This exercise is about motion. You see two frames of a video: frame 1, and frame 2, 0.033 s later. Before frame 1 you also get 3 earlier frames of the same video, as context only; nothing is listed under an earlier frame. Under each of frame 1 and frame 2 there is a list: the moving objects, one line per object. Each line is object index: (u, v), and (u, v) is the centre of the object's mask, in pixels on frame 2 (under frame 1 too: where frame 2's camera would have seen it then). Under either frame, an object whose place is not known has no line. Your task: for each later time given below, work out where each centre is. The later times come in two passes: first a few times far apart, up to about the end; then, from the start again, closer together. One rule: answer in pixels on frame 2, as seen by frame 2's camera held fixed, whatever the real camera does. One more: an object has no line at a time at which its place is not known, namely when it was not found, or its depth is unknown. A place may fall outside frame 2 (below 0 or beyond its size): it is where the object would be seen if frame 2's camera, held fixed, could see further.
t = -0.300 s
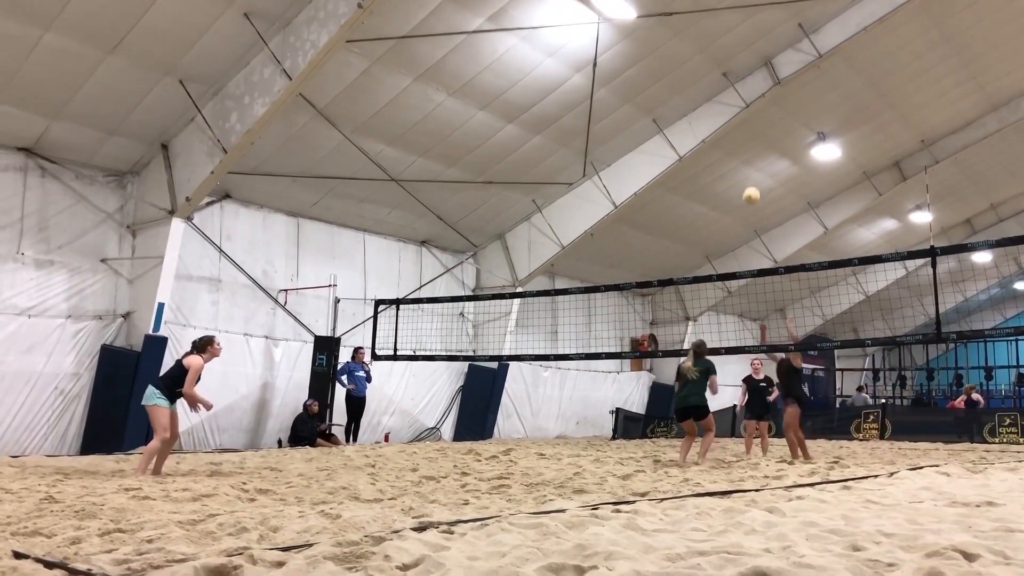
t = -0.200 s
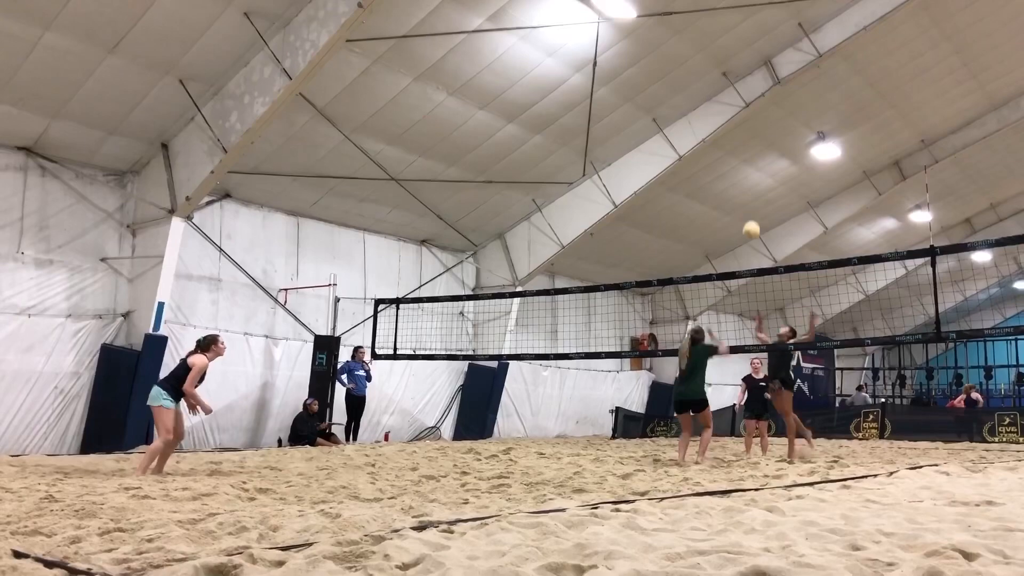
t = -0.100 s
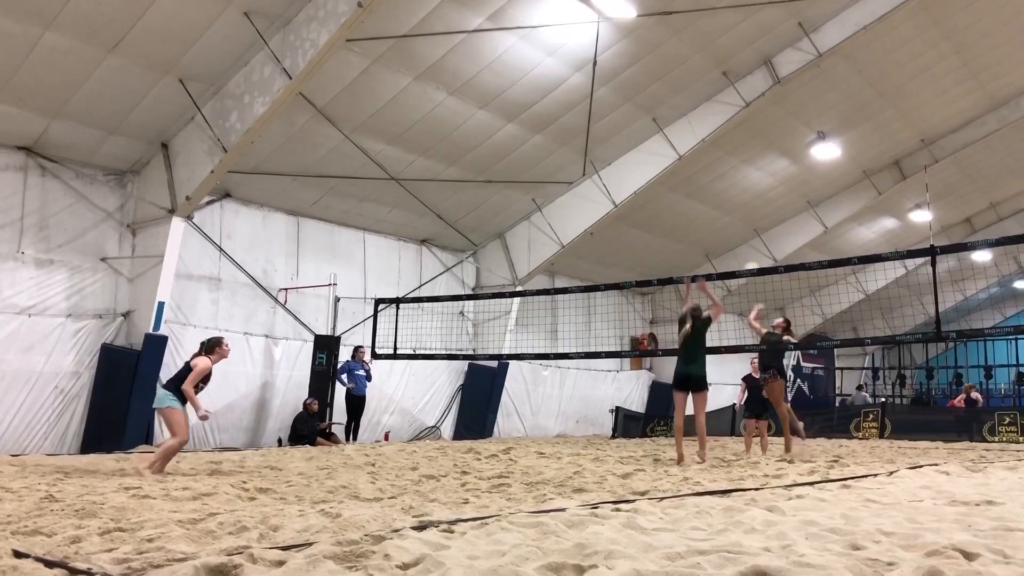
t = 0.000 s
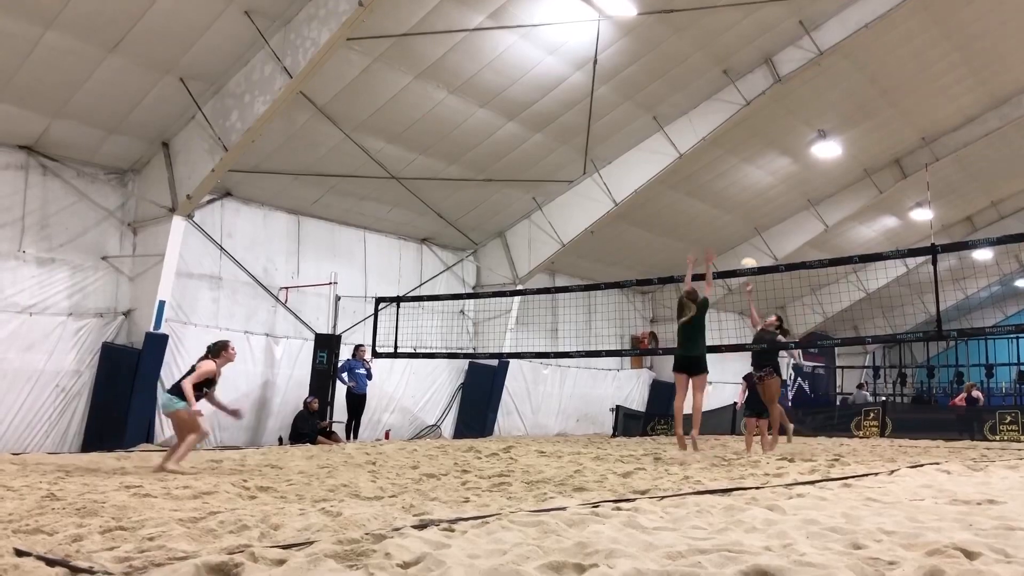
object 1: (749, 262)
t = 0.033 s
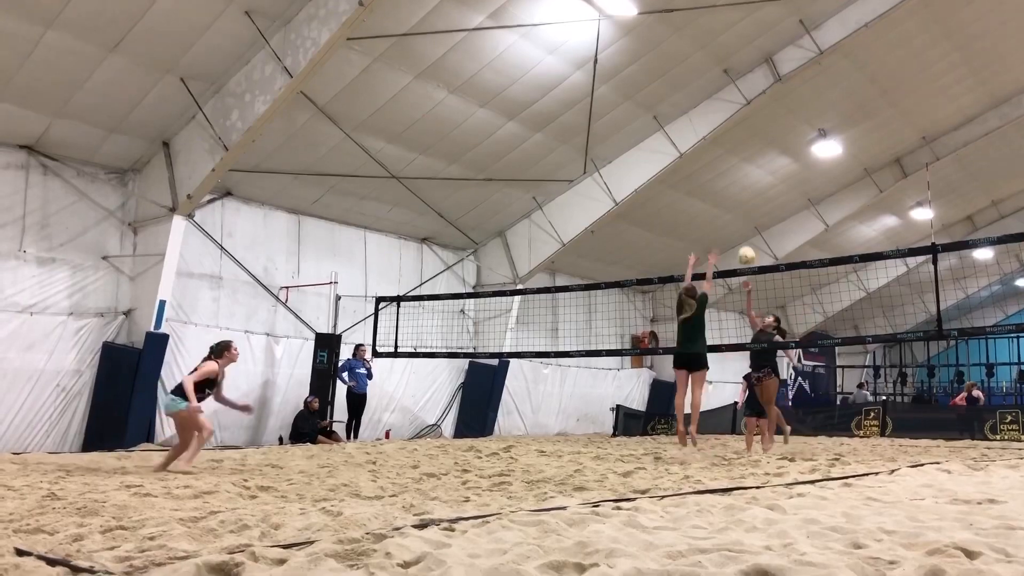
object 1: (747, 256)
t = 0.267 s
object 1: (730, 202)
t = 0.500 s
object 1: (709, 192)
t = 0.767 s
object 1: (682, 262)
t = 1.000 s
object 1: (654, 447)
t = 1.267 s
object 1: (493, 474)
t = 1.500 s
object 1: (326, 494)
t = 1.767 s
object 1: (100, 499)
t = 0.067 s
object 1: (744, 245)
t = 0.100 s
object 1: (741, 237)
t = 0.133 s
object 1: (739, 228)
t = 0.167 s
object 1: (737, 221)
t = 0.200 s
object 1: (734, 213)
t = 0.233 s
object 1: (733, 207)
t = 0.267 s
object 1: (730, 202)
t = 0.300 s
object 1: (726, 197)
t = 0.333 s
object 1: (724, 194)
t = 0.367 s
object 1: (721, 190)
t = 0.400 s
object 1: (718, 190)
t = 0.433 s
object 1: (716, 190)
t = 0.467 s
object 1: (712, 190)
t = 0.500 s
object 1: (709, 192)
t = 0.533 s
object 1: (706, 194)
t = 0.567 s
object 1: (703, 199)
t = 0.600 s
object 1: (700, 205)
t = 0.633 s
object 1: (696, 212)
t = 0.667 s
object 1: (692, 221)
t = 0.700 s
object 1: (689, 234)
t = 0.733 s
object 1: (685, 246)
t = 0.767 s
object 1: (682, 262)
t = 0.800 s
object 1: (678, 280)
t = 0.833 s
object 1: (674, 299)
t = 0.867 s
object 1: (669, 323)
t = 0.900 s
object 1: (666, 348)
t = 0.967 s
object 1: (659, 413)
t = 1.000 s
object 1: (654, 447)
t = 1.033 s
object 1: (647, 479)
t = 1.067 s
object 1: (625, 474)
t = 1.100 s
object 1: (606, 470)
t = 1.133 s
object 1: (585, 467)
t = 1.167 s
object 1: (564, 465)
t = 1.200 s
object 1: (541, 465)
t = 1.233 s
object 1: (516, 468)
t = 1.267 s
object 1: (493, 474)
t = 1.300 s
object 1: (465, 482)
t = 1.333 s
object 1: (442, 488)
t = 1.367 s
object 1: (420, 488)
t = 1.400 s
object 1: (398, 488)
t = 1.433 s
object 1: (374, 491)
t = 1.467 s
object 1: (349, 493)
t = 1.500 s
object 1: (326, 494)
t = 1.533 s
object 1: (300, 497)
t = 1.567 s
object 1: (272, 502)
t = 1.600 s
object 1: (244, 509)
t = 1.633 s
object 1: (214, 511)
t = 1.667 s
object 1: (187, 505)
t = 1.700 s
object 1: (159, 499)
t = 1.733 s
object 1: (130, 499)
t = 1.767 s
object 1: (100, 499)
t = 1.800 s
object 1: (67, 504)
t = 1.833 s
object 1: (39, 512)
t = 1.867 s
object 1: (23, 519)
